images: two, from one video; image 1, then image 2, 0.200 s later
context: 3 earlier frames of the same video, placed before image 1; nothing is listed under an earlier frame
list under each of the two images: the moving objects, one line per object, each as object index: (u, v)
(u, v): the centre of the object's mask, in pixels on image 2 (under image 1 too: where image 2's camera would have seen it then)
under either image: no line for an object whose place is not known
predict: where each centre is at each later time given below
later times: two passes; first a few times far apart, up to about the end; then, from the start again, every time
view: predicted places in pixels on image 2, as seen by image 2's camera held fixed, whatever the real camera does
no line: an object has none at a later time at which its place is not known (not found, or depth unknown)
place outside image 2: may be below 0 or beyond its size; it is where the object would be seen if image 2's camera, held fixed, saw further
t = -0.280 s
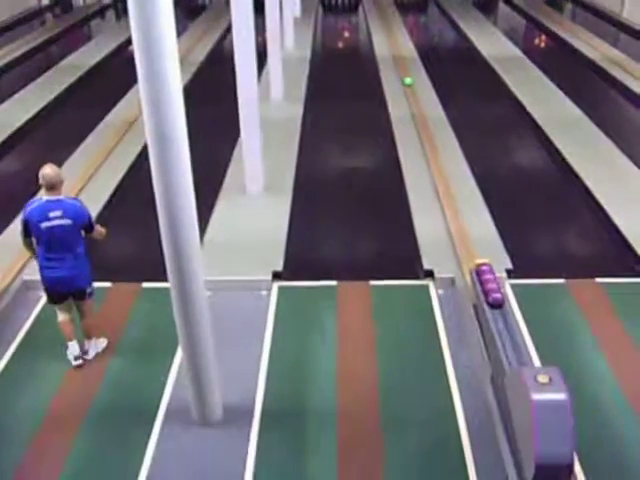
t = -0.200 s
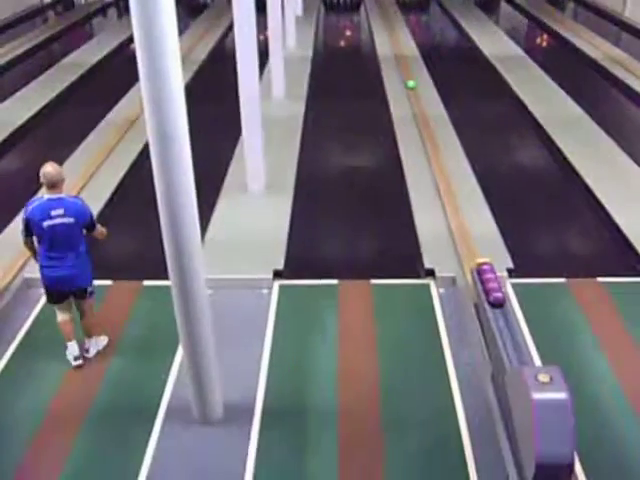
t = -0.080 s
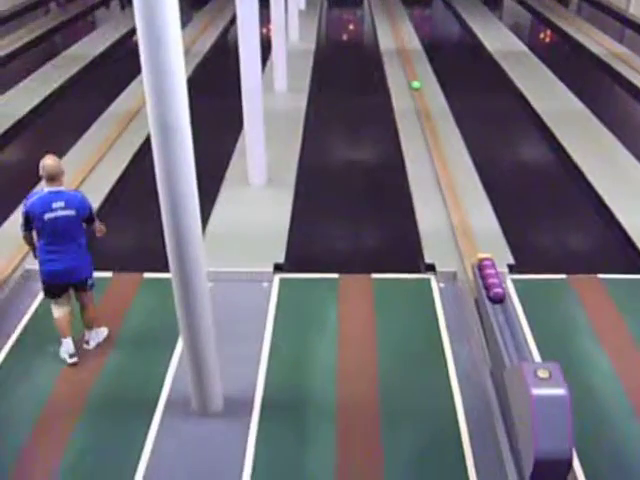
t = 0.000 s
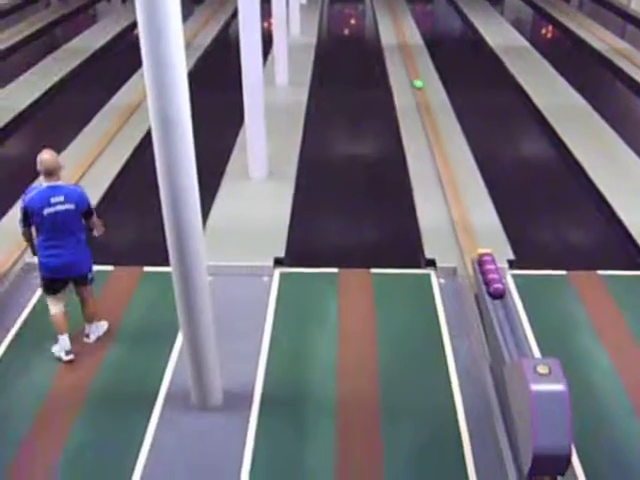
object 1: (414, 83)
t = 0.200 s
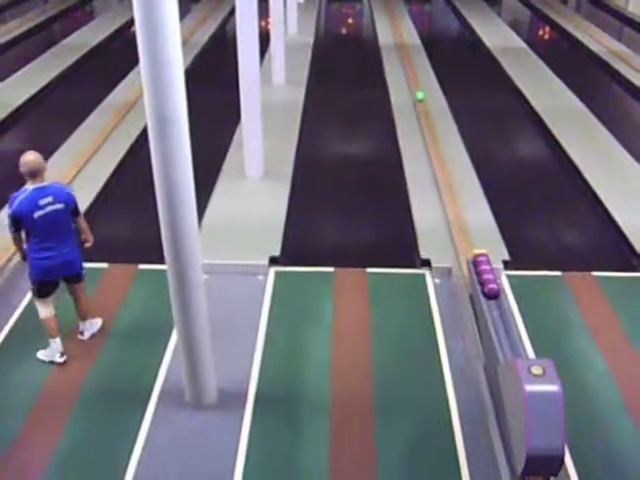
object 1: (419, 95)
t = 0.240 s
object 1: (421, 98)
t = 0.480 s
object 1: (425, 114)
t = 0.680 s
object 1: (430, 128)
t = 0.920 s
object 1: (437, 150)
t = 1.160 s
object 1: (445, 175)
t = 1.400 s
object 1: (452, 203)
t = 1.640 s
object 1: (464, 236)
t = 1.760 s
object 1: (467, 253)
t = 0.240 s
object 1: (421, 98)
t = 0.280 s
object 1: (420, 101)
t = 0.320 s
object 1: (423, 103)
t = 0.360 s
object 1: (424, 104)
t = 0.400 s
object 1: (423, 109)
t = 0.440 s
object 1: (424, 111)
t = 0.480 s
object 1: (425, 114)
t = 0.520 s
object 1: (425, 117)
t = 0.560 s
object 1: (426, 120)
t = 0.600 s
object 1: (428, 123)
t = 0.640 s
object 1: (429, 127)
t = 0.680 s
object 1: (430, 128)
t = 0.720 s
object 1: (431, 133)
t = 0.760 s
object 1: (432, 137)
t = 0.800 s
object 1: (433, 140)
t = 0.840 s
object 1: (434, 144)
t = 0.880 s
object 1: (435, 147)
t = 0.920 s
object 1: (437, 150)
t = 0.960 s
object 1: (437, 154)
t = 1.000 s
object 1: (439, 158)
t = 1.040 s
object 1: (440, 162)
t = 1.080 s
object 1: (441, 166)
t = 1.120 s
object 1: (443, 171)
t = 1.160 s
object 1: (445, 175)
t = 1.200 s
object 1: (445, 178)
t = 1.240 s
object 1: (447, 183)
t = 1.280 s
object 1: (448, 188)
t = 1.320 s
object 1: (449, 193)
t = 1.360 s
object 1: (451, 197)
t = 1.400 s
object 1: (452, 203)
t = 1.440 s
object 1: (453, 208)
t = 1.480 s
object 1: (454, 213)
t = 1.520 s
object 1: (458, 220)
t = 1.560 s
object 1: (460, 225)
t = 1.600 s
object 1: (462, 230)
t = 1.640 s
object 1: (464, 236)
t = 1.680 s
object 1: (465, 242)
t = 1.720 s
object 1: (466, 247)
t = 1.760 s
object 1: (467, 253)
